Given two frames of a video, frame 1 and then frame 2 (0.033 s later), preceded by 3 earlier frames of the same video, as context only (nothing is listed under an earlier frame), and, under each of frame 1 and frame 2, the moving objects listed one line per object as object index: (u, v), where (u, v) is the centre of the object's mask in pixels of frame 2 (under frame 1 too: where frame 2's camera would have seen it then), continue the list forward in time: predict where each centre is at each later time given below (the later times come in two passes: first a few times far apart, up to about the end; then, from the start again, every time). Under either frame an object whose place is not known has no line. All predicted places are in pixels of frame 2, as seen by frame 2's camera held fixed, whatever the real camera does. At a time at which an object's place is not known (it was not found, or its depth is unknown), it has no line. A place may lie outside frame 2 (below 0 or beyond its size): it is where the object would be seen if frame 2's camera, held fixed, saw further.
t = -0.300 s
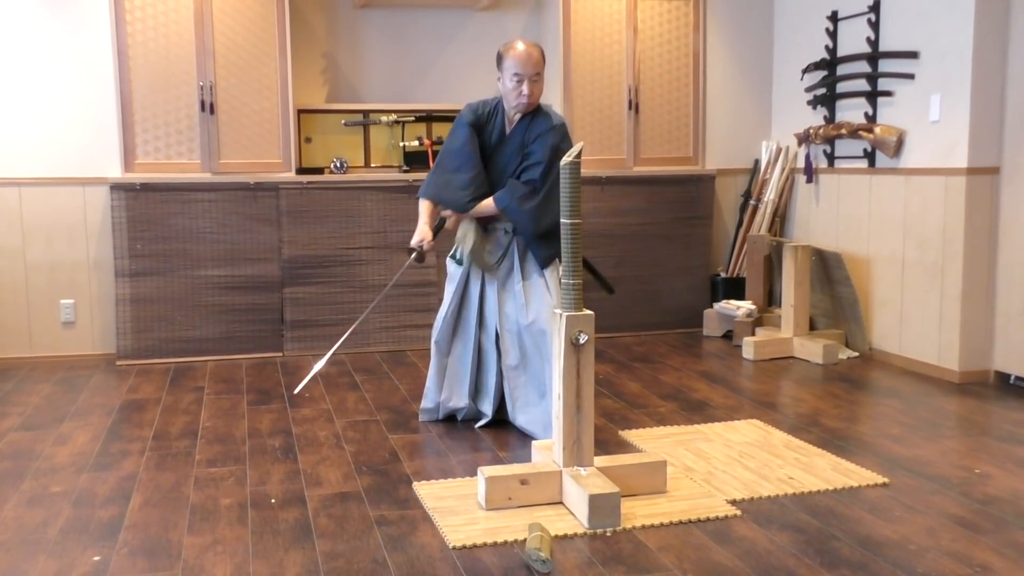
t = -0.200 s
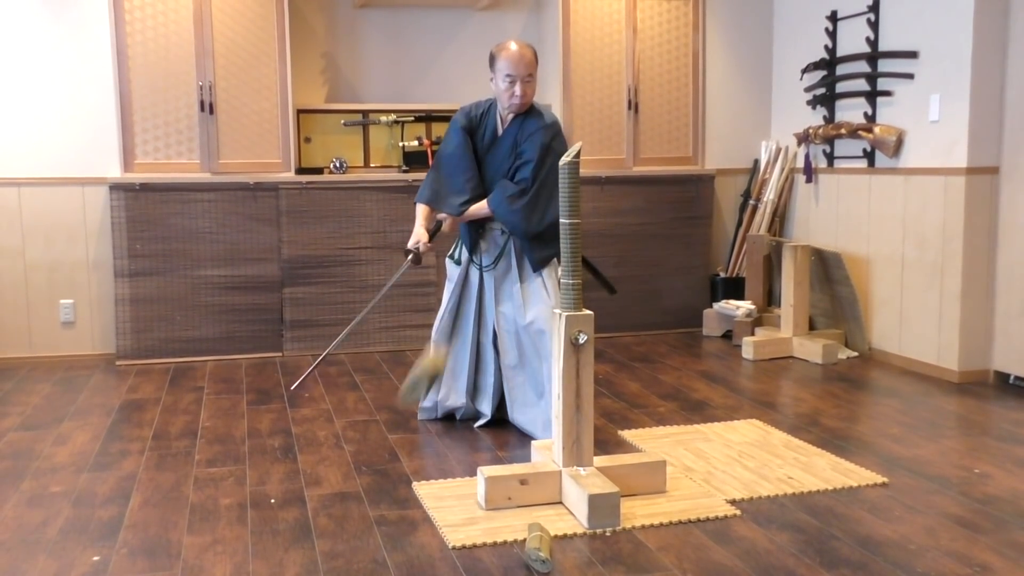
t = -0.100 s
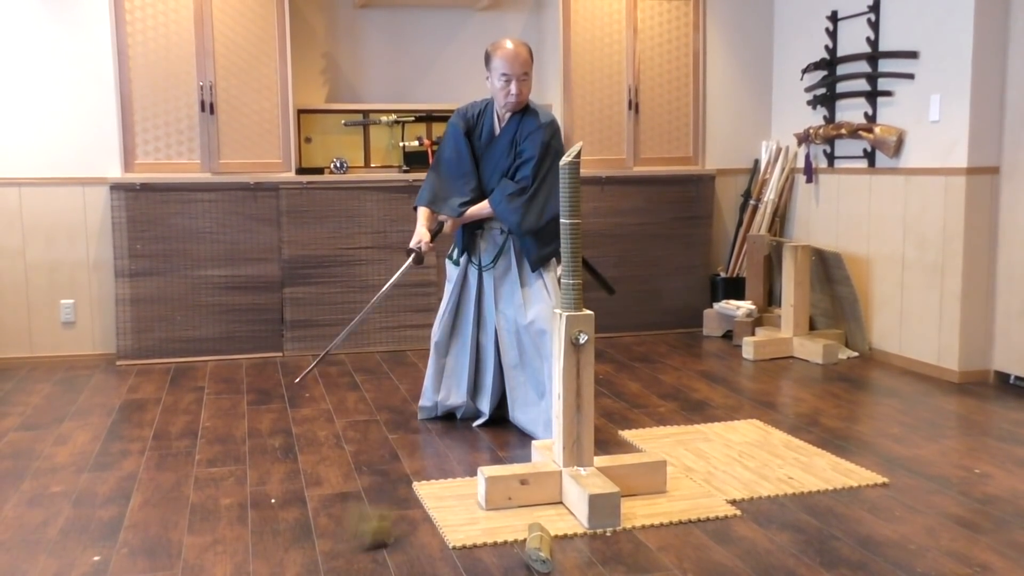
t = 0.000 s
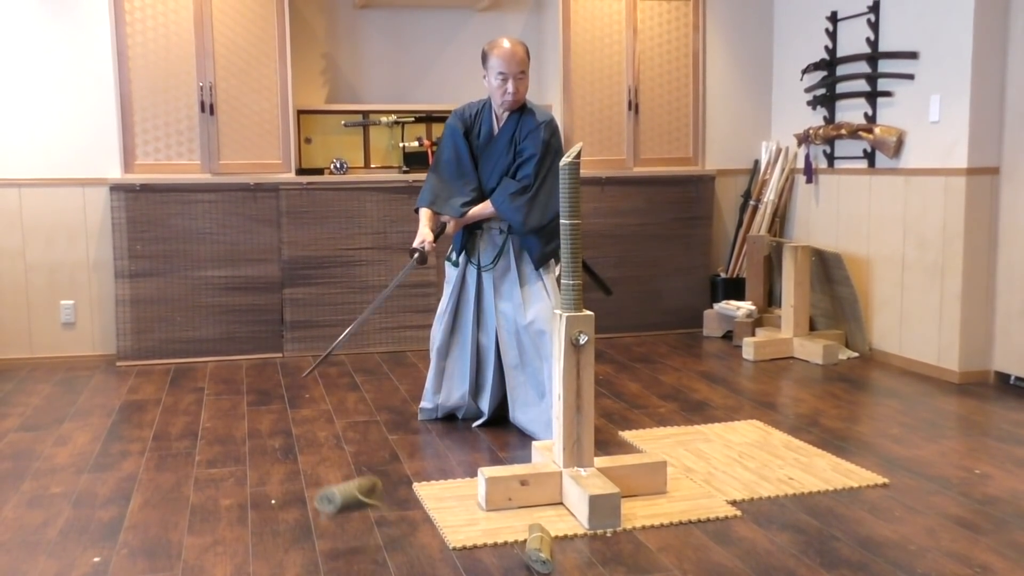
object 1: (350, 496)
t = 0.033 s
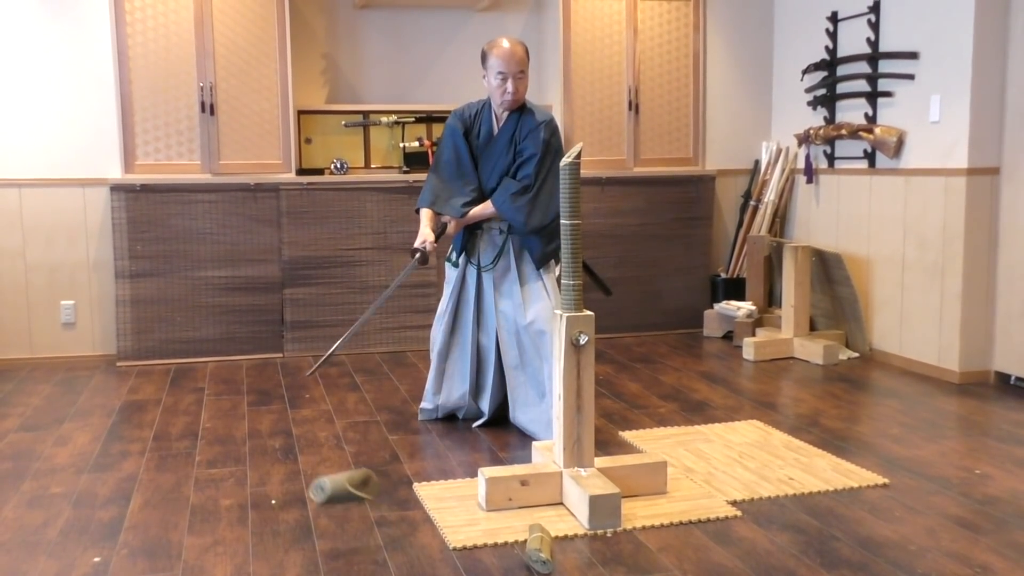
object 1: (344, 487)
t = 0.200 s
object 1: (309, 497)
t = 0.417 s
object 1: (283, 551)
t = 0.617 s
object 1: (293, 555)
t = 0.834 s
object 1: (289, 557)
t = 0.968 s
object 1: (289, 557)
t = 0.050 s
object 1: (340, 483)
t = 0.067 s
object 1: (338, 480)
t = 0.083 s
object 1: (334, 479)
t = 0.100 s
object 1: (331, 479)
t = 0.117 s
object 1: (329, 480)
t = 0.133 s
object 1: (325, 481)
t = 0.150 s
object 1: (321, 483)
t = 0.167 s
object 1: (316, 487)
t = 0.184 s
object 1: (314, 491)
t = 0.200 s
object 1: (309, 497)
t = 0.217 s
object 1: (305, 502)
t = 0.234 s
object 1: (301, 510)
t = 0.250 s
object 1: (296, 519)
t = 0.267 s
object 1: (293, 528)
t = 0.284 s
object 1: (288, 540)
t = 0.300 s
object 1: (285, 550)
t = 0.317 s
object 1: (283, 558)
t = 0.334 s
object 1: (283, 556)
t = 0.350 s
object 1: (283, 553)
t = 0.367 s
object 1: (283, 551)
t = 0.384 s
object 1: (283, 550)
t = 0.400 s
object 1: (283, 550)
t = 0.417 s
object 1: (283, 551)
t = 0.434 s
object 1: (283, 553)
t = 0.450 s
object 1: (283, 555)
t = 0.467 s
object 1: (284, 556)
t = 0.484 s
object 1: (284, 556)
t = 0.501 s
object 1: (286, 557)
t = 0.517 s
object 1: (287, 557)
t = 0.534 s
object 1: (288, 557)
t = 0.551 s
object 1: (290, 556)
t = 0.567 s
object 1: (290, 556)
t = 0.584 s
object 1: (291, 556)
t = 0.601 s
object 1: (292, 555)
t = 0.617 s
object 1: (293, 555)
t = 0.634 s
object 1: (293, 555)
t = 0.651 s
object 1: (294, 555)
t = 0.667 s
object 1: (294, 555)
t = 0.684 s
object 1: (294, 555)
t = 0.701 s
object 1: (294, 555)
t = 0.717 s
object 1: (293, 555)
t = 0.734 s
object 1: (293, 555)
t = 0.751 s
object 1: (292, 556)
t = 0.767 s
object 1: (292, 556)
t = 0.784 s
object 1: (291, 556)
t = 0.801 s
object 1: (290, 557)
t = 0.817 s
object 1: (290, 557)
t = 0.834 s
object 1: (289, 557)
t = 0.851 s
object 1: (288, 557)
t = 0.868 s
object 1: (288, 557)
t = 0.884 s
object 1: (288, 557)
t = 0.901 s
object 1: (288, 557)
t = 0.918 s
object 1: (288, 557)
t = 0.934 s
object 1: (289, 557)
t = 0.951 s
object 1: (289, 557)
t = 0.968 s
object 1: (289, 557)
